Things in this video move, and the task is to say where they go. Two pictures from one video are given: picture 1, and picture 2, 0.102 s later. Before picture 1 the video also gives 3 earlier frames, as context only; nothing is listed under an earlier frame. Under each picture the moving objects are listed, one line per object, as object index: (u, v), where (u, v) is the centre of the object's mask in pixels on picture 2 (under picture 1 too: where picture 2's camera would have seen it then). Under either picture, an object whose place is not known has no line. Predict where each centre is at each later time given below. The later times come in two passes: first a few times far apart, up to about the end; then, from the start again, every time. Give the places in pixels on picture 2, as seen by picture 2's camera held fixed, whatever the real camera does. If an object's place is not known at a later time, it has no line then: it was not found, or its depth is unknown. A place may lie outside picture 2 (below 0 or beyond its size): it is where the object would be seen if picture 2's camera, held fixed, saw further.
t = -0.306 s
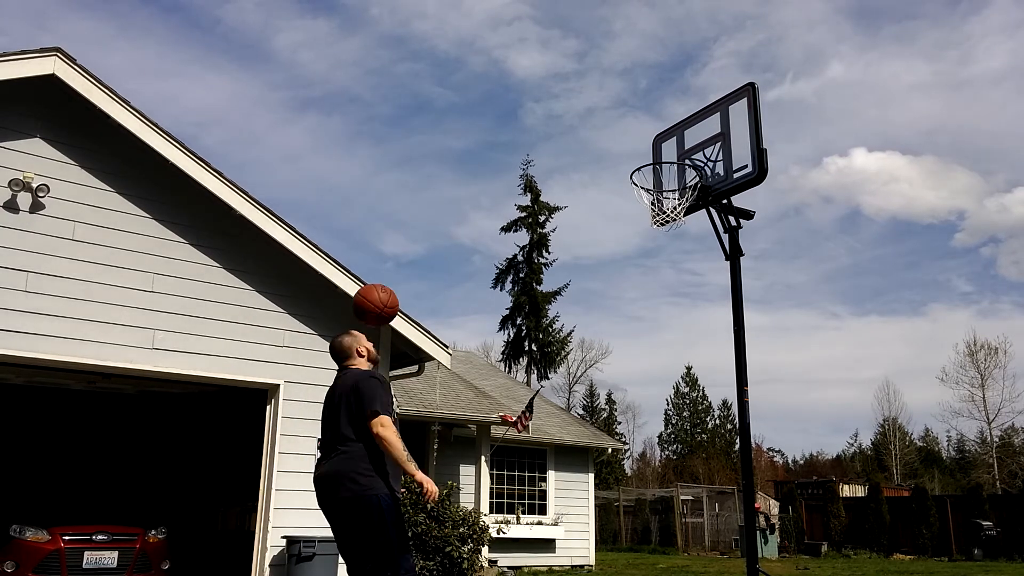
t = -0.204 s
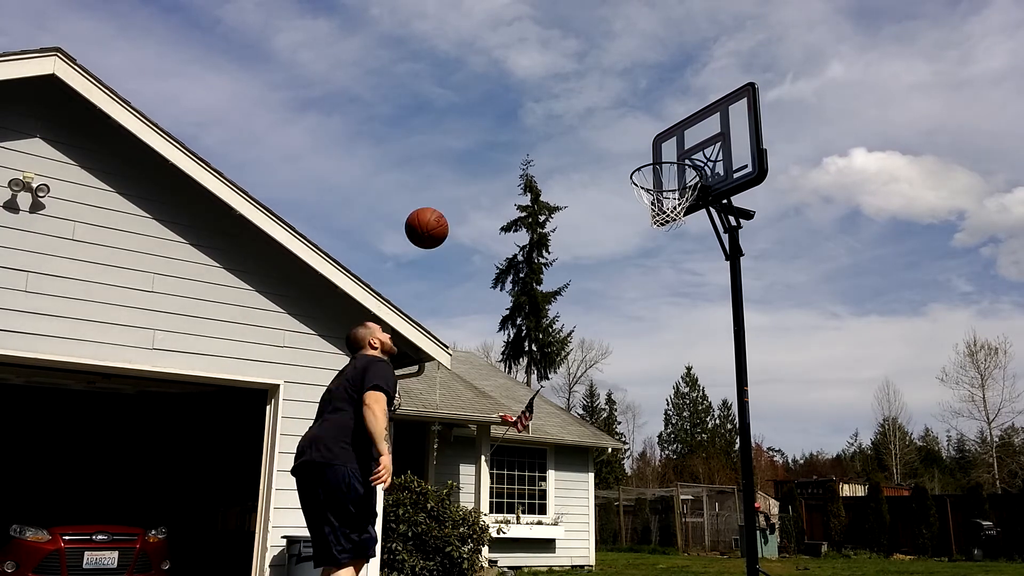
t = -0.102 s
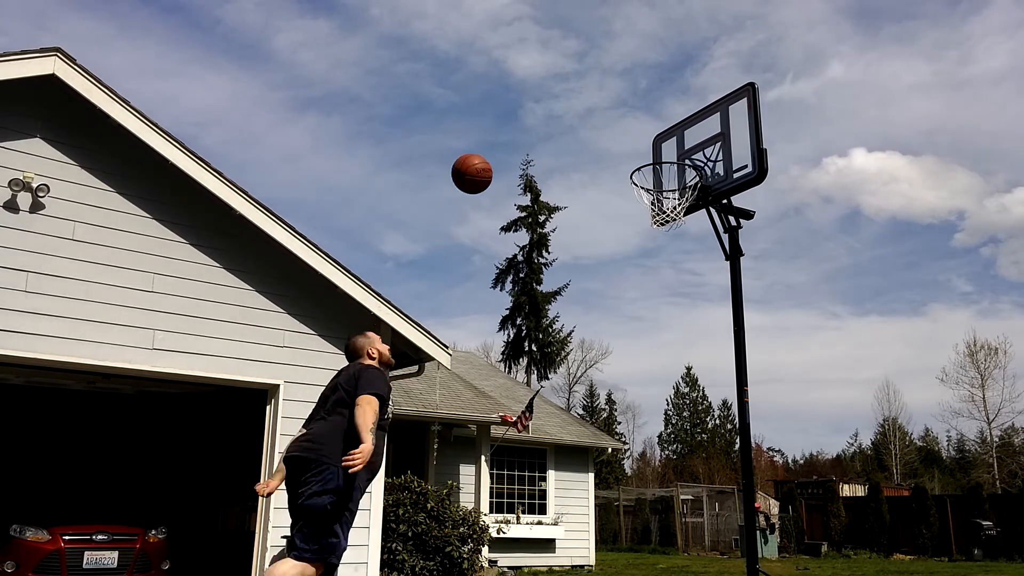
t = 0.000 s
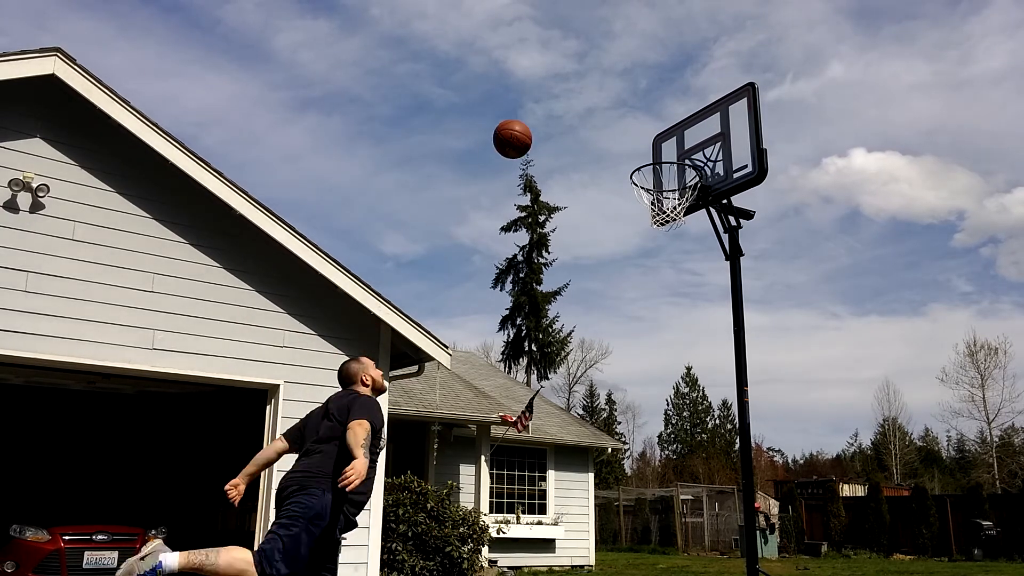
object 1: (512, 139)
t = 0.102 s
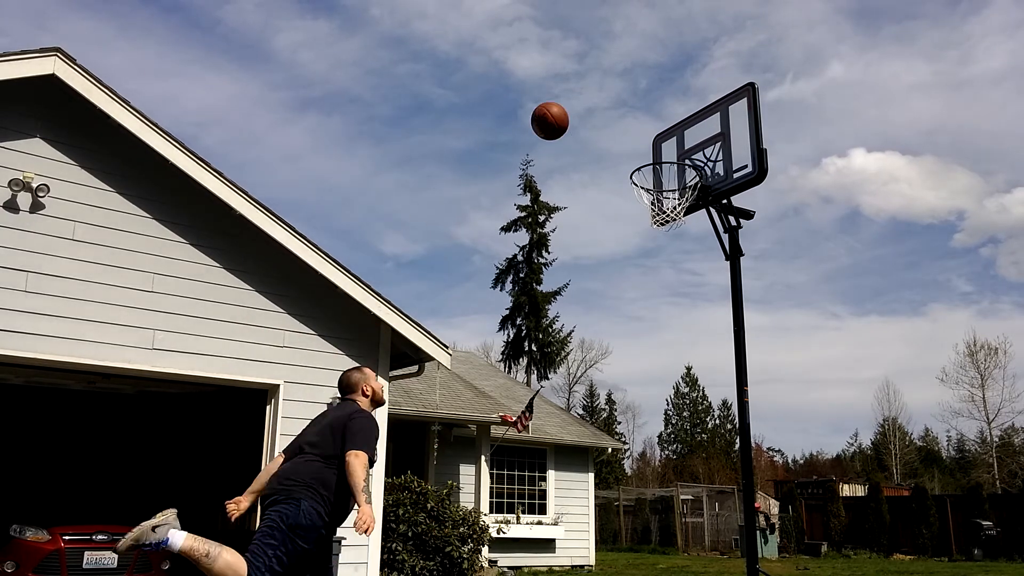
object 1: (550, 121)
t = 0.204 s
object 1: (585, 118)
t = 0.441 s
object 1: (661, 165)
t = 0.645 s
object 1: (655, 190)
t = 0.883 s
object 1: (648, 197)
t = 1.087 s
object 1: (665, 234)
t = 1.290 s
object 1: (686, 322)
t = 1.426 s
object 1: (701, 416)
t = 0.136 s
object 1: (562, 118)
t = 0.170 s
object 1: (573, 117)
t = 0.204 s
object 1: (585, 118)
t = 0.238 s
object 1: (596, 120)
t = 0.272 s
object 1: (607, 124)
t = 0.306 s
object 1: (618, 129)
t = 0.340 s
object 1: (629, 136)
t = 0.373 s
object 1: (640, 144)
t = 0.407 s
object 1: (650, 153)
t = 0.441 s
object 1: (661, 165)
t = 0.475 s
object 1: (671, 178)
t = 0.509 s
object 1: (673, 183)
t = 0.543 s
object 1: (670, 185)
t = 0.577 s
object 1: (664, 189)
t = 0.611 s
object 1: (660, 193)
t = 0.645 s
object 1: (655, 190)
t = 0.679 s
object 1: (653, 188)
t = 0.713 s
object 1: (651, 186)
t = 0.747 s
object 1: (650, 185)
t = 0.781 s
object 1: (649, 185)
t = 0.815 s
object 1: (648, 188)
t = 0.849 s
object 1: (648, 192)
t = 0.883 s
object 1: (648, 197)
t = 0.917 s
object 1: (650, 202)
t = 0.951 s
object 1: (653, 206)
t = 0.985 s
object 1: (656, 211)
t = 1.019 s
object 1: (659, 216)
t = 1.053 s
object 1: (662, 225)
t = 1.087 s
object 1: (665, 234)
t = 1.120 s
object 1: (668, 244)
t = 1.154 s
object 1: (672, 256)
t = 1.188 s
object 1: (675, 270)
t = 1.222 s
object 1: (679, 286)
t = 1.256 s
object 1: (682, 303)
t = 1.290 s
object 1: (686, 322)
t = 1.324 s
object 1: (689, 343)
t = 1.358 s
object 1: (693, 365)
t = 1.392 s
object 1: (698, 389)
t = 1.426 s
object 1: (701, 416)
